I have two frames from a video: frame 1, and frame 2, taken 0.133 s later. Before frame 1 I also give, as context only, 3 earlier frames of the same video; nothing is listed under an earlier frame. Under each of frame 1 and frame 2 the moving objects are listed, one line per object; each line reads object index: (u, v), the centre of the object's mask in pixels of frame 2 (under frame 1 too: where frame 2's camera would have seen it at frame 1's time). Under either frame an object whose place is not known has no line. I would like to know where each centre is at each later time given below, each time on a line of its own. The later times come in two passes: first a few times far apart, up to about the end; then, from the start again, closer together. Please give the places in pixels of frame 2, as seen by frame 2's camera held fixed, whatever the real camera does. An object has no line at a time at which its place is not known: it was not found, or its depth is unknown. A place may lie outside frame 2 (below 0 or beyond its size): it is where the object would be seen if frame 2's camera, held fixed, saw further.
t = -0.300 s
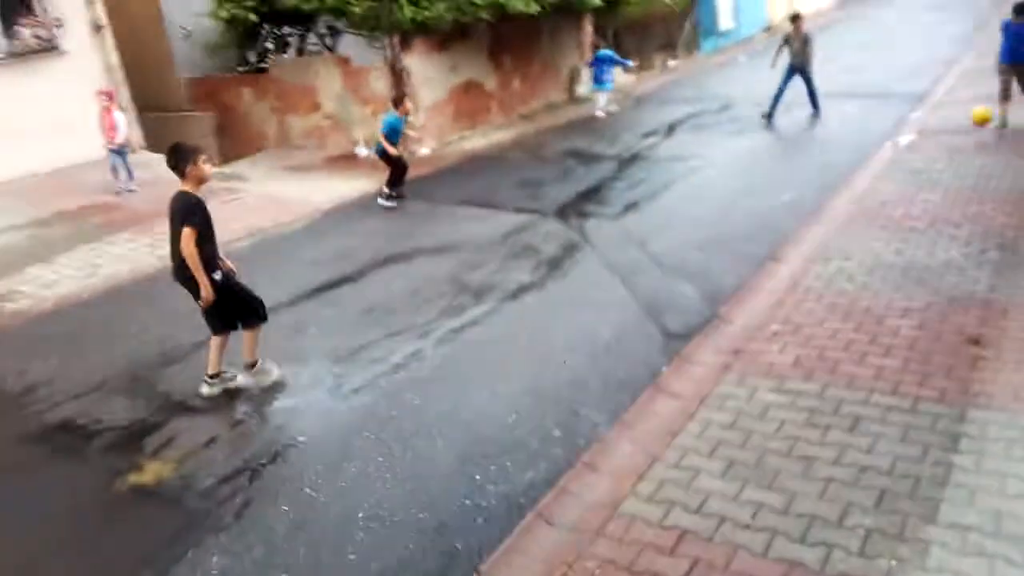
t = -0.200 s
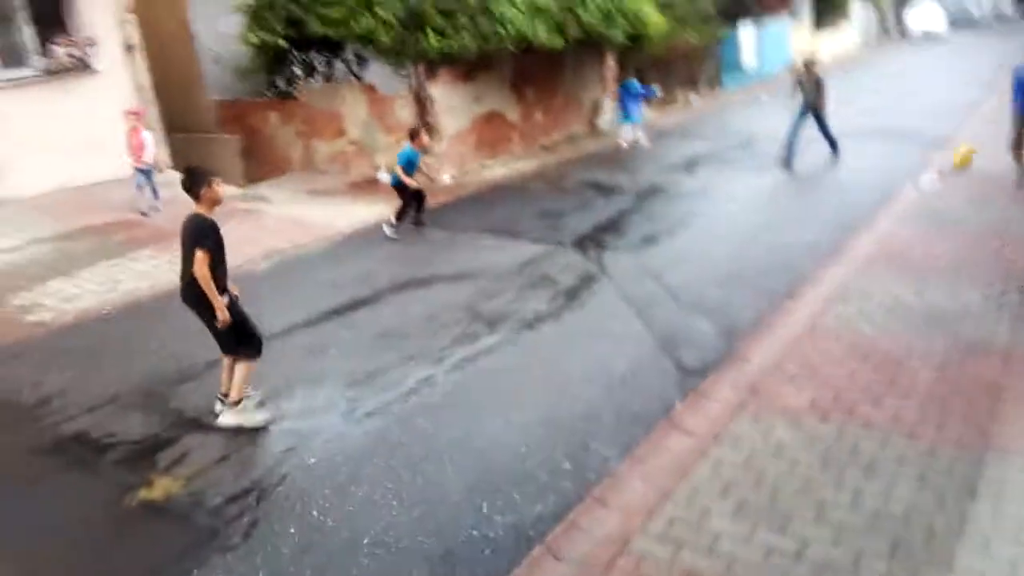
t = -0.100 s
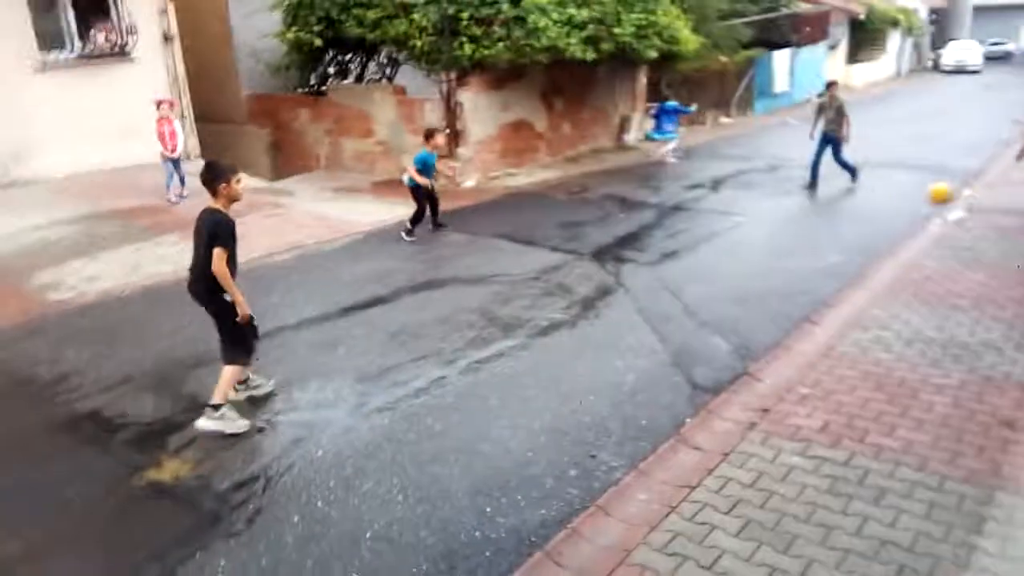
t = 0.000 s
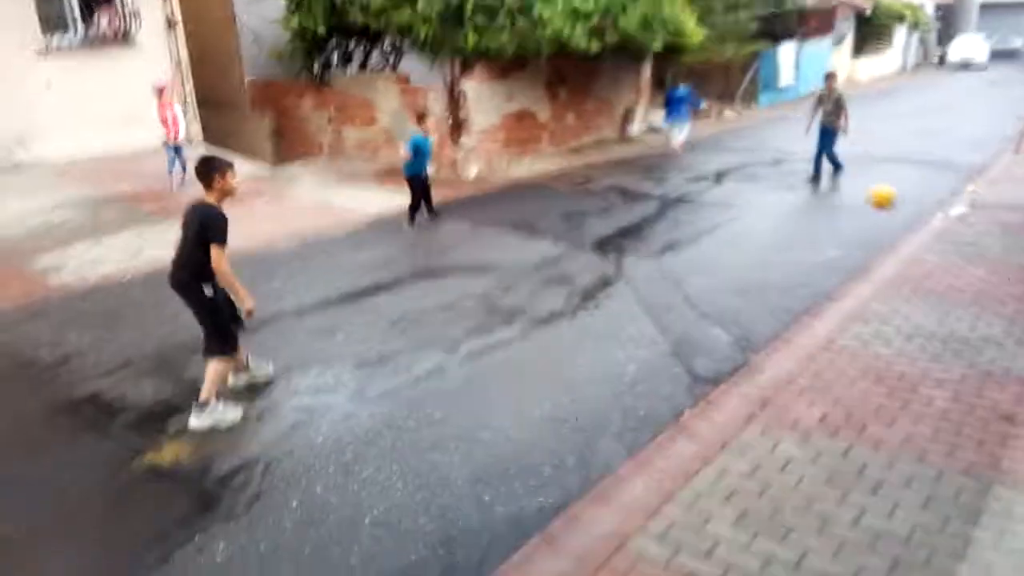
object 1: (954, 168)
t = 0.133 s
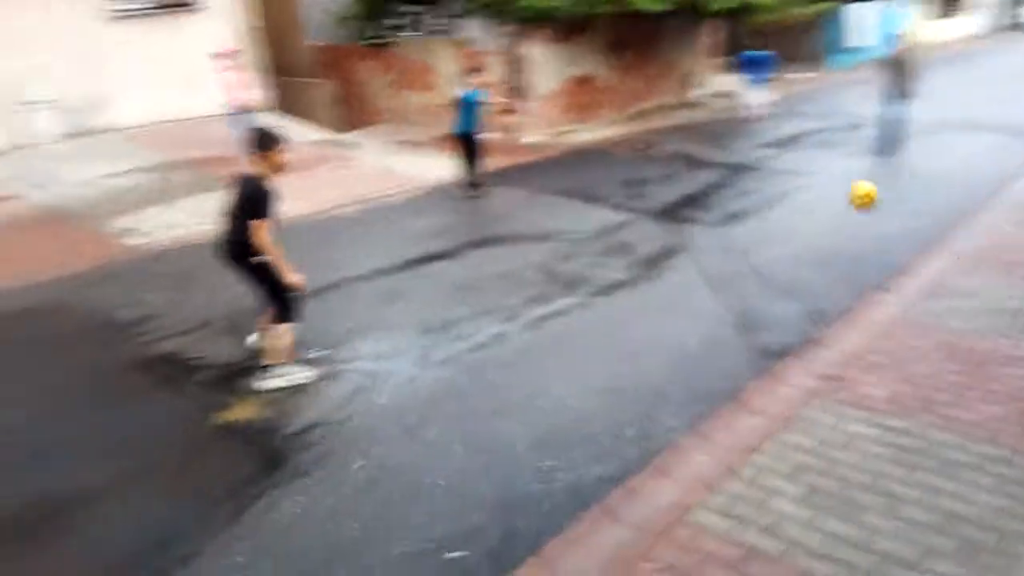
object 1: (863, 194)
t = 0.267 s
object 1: (750, 241)
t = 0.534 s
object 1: (599, 246)
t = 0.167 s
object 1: (836, 205)
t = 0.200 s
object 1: (808, 215)
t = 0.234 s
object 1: (779, 227)
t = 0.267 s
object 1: (750, 241)
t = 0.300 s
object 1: (719, 259)
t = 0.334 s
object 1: (697, 261)
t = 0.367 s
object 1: (681, 255)
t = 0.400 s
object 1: (665, 250)
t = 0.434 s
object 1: (649, 248)
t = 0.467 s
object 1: (632, 246)
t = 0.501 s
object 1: (615, 246)
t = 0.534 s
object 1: (599, 246)
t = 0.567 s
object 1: (583, 248)
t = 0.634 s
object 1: (547, 258)
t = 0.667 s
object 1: (530, 266)
